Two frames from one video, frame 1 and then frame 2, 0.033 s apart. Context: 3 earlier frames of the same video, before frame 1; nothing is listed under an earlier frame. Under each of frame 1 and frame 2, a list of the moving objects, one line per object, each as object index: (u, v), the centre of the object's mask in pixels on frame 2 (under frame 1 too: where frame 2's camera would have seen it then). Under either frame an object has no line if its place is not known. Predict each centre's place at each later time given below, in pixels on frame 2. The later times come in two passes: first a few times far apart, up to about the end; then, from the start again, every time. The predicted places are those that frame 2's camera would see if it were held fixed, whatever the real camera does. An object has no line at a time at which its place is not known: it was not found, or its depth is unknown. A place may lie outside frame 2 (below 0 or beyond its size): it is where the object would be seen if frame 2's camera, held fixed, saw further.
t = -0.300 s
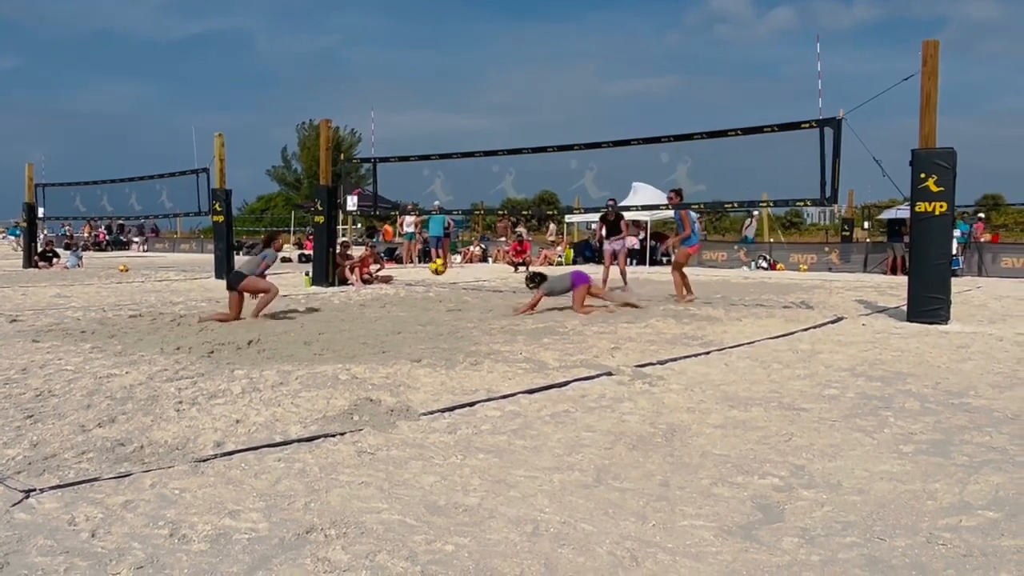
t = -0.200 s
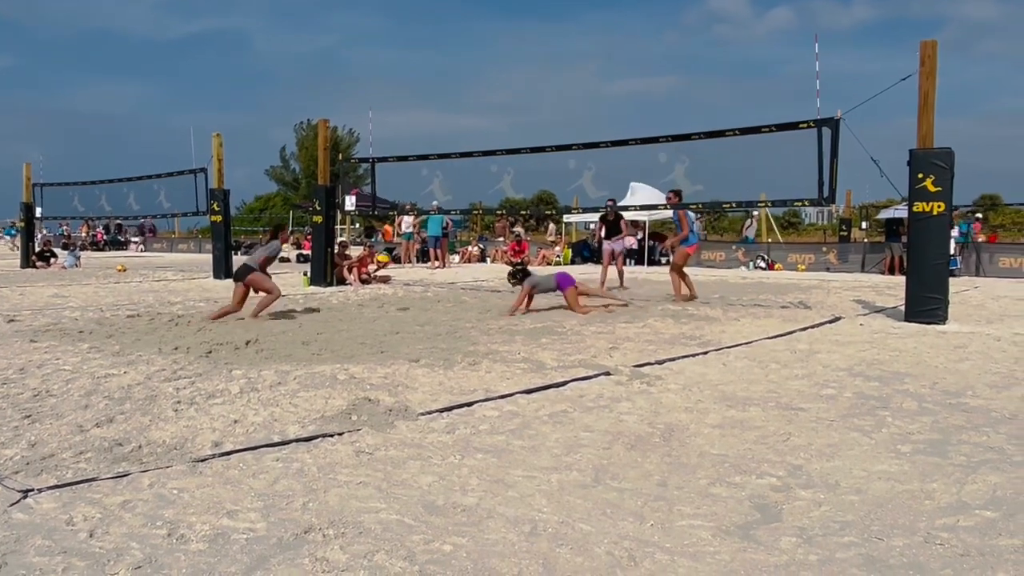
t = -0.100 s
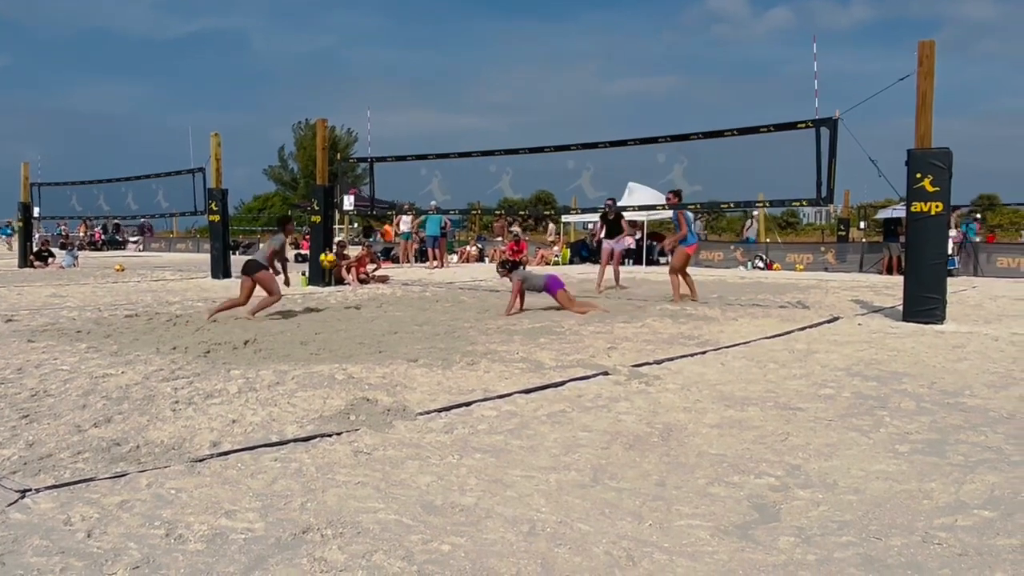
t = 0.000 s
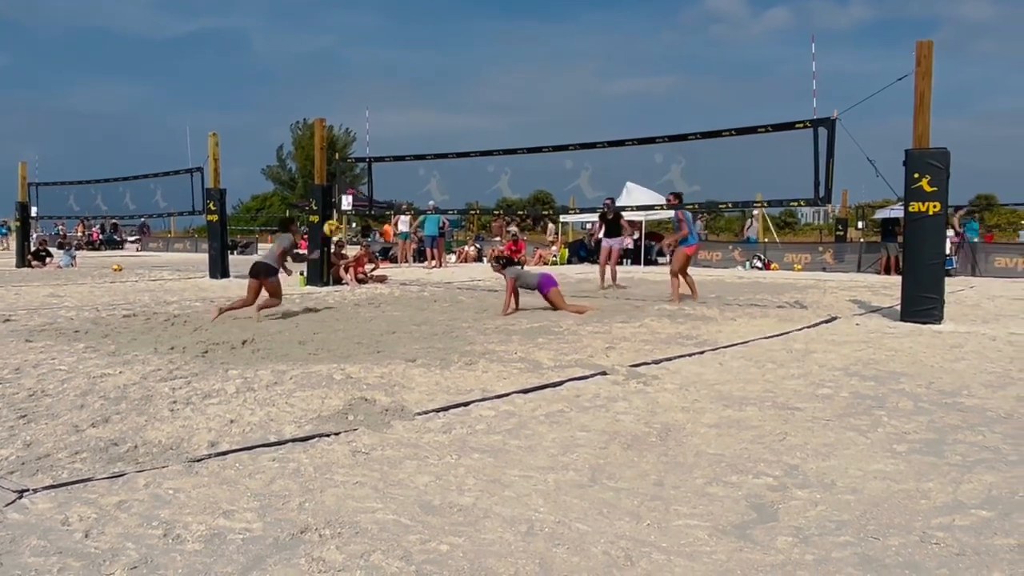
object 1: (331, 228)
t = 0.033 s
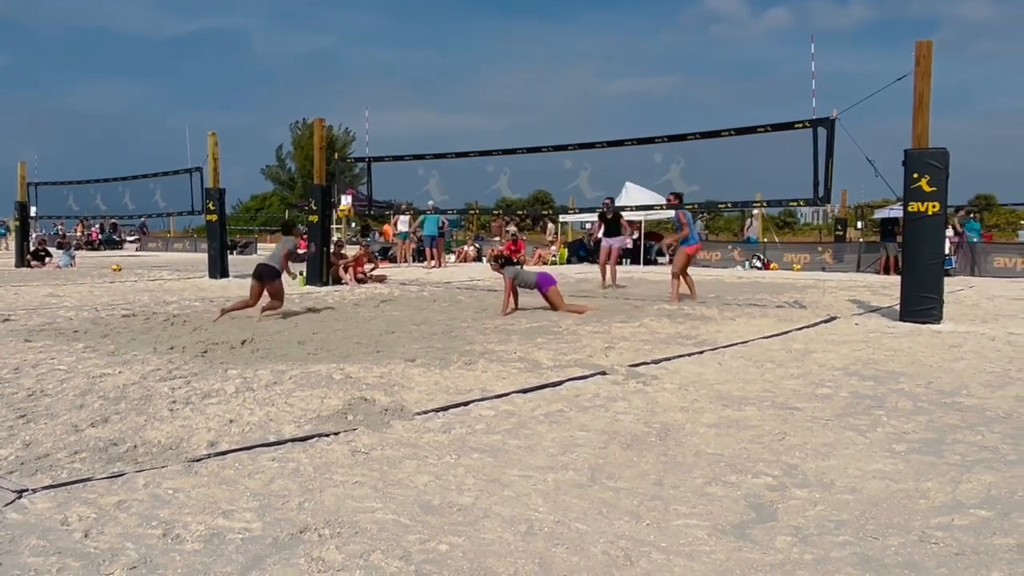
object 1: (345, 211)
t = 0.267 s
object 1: (439, 123)
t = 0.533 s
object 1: (531, 78)
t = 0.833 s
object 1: (622, 85)
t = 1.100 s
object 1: (692, 129)
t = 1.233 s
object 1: (723, 170)
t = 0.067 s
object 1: (359, 196)
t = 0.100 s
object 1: (374, 181)
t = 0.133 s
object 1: (387, 167)
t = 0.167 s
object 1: (400, 155)
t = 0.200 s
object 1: (413, 144)
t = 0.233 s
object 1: (426, 133)
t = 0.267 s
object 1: (439, 123)
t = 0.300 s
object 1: (451, 115)
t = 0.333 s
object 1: (463, 107)
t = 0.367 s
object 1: (475, 99)
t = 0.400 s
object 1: (486, 93)
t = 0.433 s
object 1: (498, 88)
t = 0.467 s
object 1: (510, 84)
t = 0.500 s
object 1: (521, 80)
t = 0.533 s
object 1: (531, 78)
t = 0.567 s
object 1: (543, 75)
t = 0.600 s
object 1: (553, 74)
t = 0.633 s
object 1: (564, 74)
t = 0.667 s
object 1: (574, 74)
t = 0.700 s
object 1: (584, 74)
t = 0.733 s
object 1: (594, 76)
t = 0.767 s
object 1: (604, 78)
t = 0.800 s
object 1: (613, 81)
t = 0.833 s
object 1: (622, 85)
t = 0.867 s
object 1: (632, 88)
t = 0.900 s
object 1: (641, 93)
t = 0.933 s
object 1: (650, 98)
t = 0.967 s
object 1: (659, 104)
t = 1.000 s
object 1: (667, 111)
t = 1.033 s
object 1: (676, 117)
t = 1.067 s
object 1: (684, 124)
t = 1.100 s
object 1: (692, 129)
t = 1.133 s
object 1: (700, 143)
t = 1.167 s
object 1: (707, 150)
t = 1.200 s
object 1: (715, 160)
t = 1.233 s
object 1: (723, 170)
